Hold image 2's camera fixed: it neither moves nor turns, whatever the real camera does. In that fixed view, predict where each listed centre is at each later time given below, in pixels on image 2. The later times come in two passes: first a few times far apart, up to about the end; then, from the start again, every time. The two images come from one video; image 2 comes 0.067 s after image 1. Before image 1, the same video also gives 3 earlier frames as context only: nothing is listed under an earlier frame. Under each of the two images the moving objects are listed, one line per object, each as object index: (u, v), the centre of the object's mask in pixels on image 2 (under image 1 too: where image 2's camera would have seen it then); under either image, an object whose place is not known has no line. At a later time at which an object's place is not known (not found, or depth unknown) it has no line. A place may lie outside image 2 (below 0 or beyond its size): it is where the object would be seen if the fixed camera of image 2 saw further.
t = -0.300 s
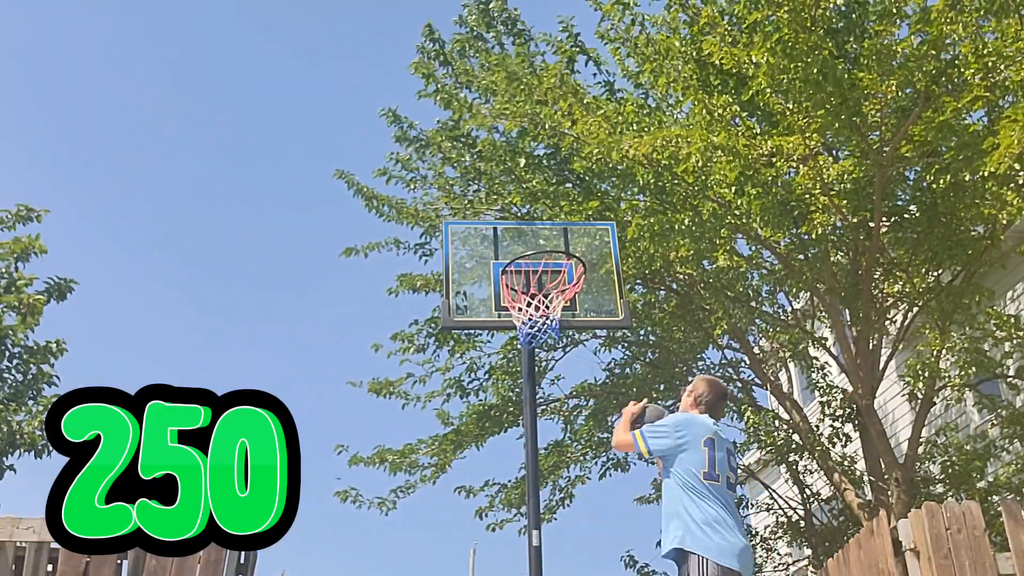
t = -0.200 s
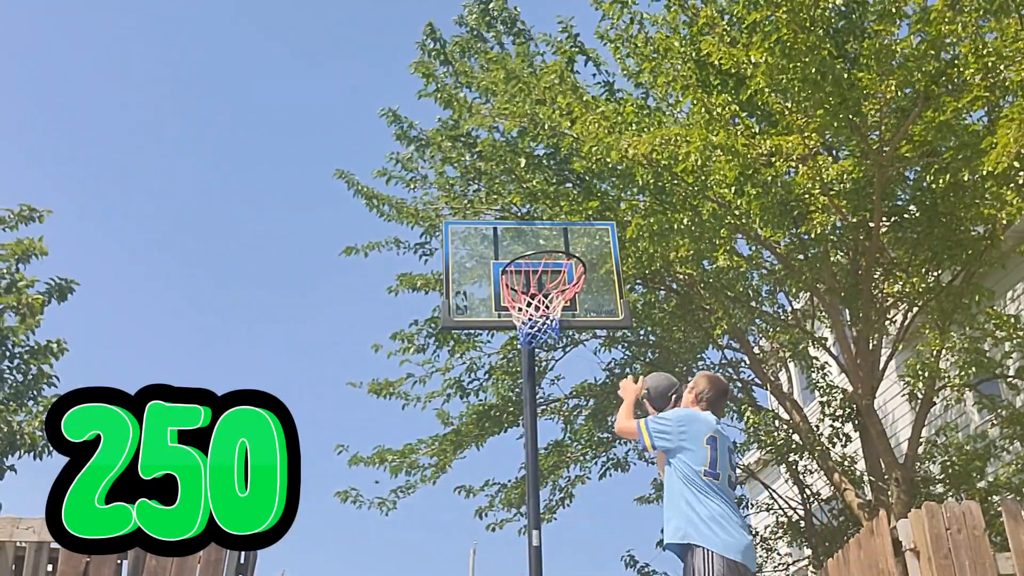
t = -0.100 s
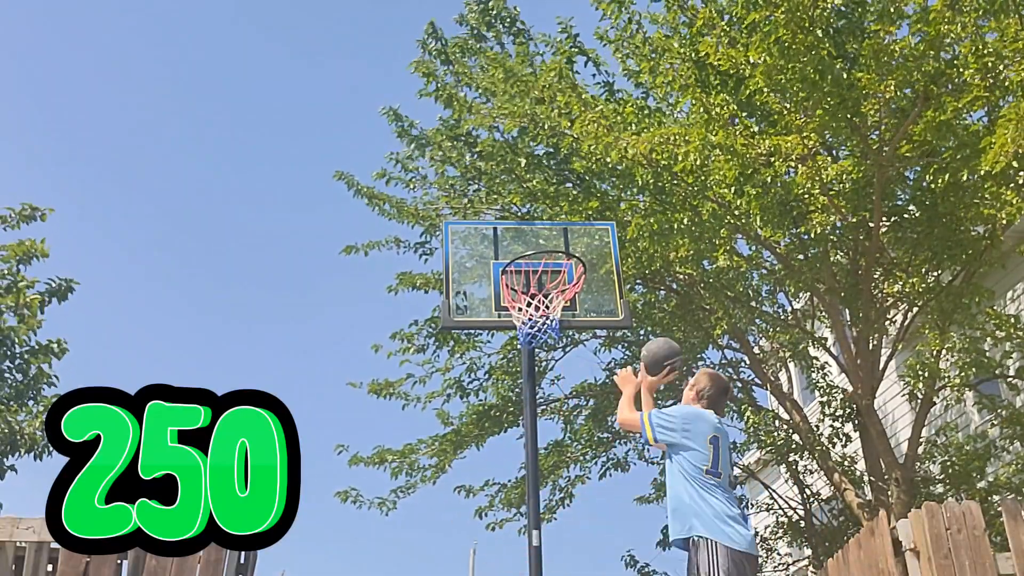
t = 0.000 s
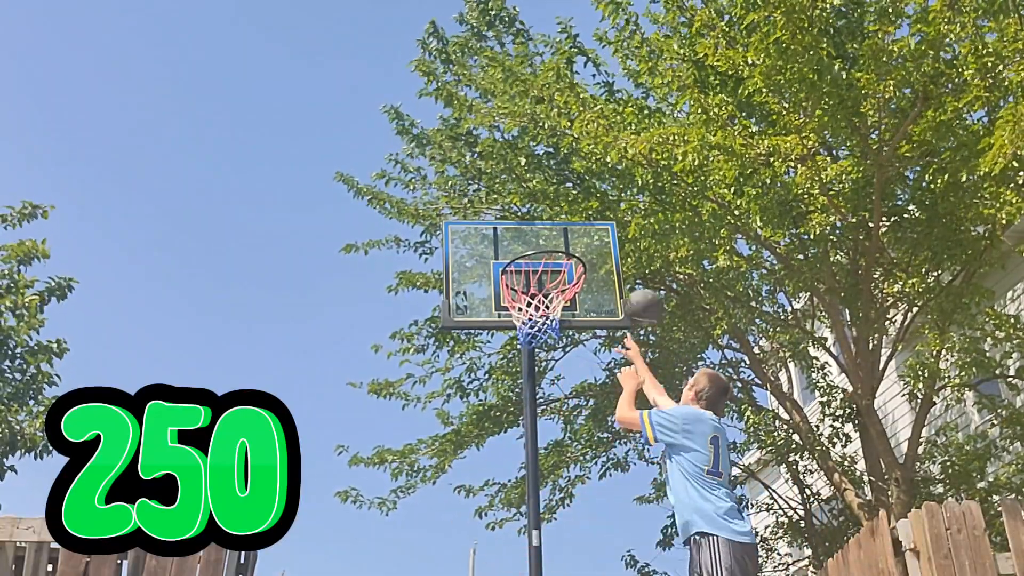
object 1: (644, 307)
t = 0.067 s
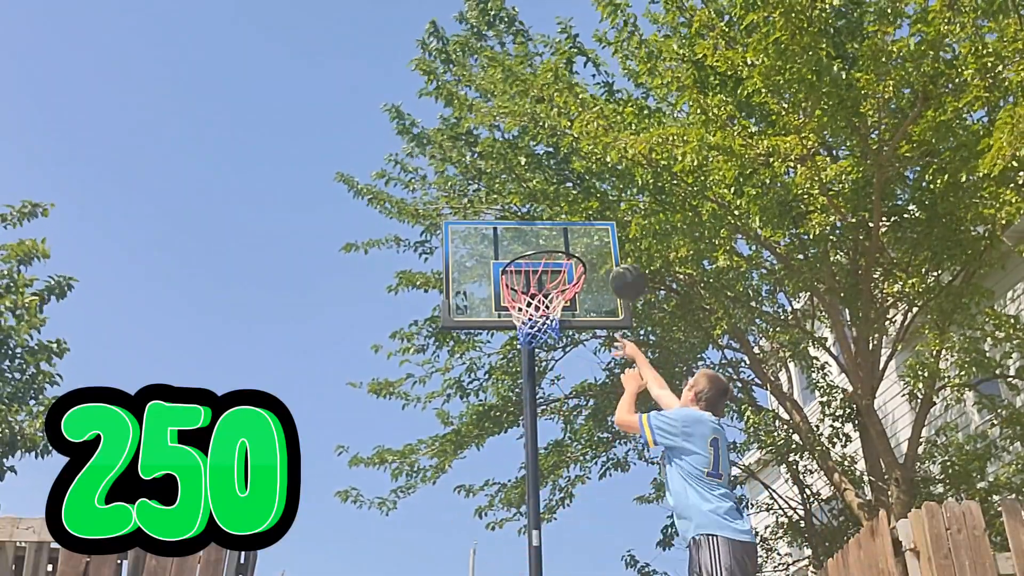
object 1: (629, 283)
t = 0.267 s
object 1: (593, 245)
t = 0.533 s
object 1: (565, 261)
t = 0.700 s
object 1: (530, 274)
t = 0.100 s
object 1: (620, 273)
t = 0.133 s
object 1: (613, 264)
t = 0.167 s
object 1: (607, 257)
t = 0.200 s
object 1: (599, 252)
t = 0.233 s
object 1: (596, 248)
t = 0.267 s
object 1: (593, 245)
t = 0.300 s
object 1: (590, 243)
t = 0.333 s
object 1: (587, 242)
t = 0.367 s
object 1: (584, 243)
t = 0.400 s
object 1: (581, 244)
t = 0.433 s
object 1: (579, 246)
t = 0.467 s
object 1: (574, 253)
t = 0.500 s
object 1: (570, 261)
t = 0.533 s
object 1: (565, 261)
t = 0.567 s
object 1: (558, 260)
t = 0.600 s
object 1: (550, 262)
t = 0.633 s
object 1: (545, 263)
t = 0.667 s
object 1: (536, 270)
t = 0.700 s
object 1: (530, 274)
